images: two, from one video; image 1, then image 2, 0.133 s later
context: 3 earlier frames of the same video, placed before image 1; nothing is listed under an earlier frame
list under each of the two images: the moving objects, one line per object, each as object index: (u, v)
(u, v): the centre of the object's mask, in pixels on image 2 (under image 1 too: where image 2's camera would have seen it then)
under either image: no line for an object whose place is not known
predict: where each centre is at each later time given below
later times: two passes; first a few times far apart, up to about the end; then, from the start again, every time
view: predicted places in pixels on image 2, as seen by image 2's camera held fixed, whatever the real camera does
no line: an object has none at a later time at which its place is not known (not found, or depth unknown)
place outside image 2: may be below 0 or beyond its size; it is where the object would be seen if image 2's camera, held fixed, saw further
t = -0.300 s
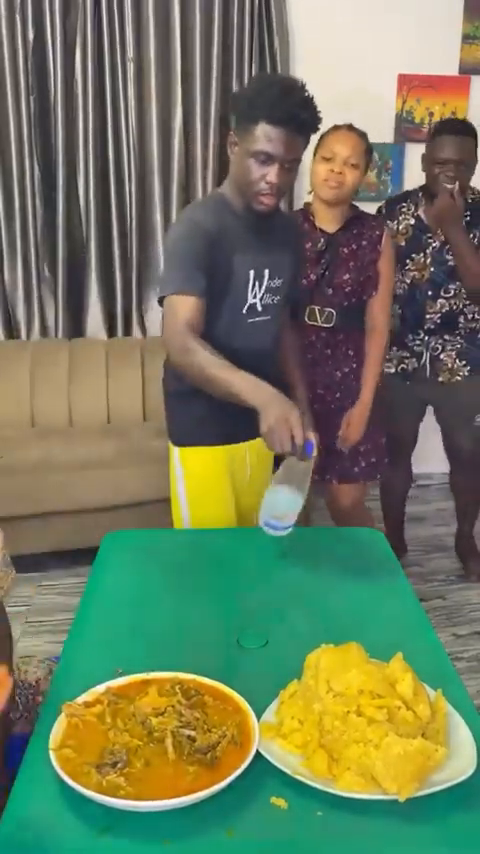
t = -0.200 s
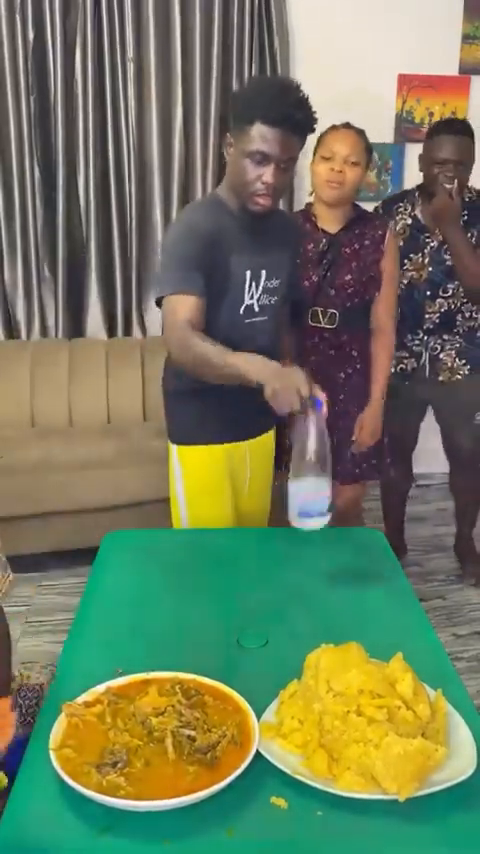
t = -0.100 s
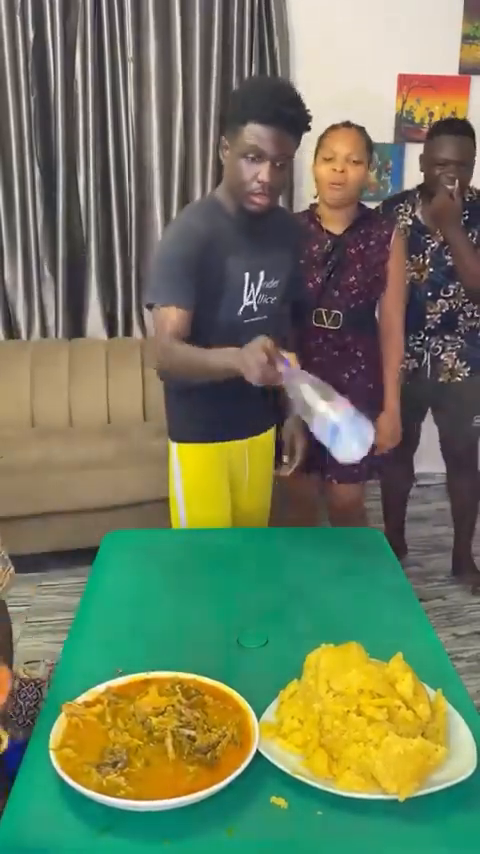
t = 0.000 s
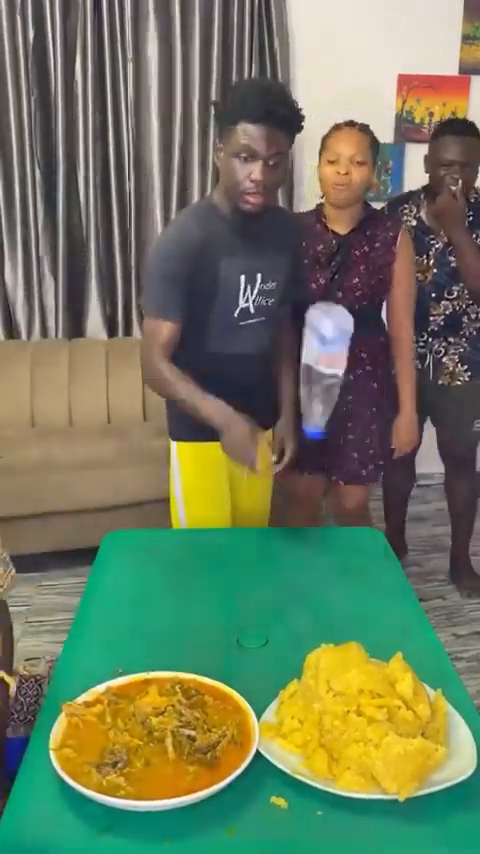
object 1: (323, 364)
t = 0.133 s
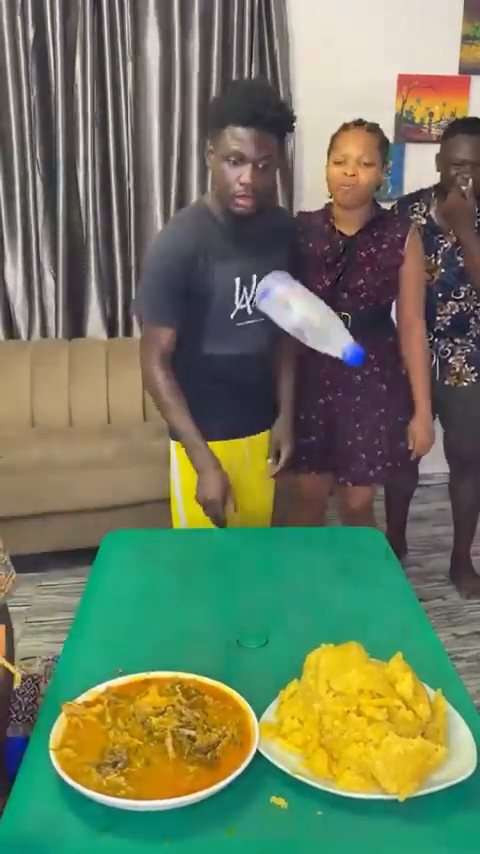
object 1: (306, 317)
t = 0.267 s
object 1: (274, 377)
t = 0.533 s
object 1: (234, 559)
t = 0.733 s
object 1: (210, 562)
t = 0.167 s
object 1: (297, 321)
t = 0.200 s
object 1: (290, 334)
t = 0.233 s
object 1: (282, 352)
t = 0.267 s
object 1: (274, 377)
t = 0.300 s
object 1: (266, 406)
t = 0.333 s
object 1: (261, 439)
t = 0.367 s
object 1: (253, 479)
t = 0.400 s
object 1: (246, 523)
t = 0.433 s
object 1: (246, 537)
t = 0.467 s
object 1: (242, 558)
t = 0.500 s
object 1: (237, 558)
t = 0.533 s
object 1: (234, 559)
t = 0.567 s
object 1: (229, 559)
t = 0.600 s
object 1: (225, 560)
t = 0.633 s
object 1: (221, 560)
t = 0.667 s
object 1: (217, 561)
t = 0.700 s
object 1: (214, 562)
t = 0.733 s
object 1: (210, 562)
